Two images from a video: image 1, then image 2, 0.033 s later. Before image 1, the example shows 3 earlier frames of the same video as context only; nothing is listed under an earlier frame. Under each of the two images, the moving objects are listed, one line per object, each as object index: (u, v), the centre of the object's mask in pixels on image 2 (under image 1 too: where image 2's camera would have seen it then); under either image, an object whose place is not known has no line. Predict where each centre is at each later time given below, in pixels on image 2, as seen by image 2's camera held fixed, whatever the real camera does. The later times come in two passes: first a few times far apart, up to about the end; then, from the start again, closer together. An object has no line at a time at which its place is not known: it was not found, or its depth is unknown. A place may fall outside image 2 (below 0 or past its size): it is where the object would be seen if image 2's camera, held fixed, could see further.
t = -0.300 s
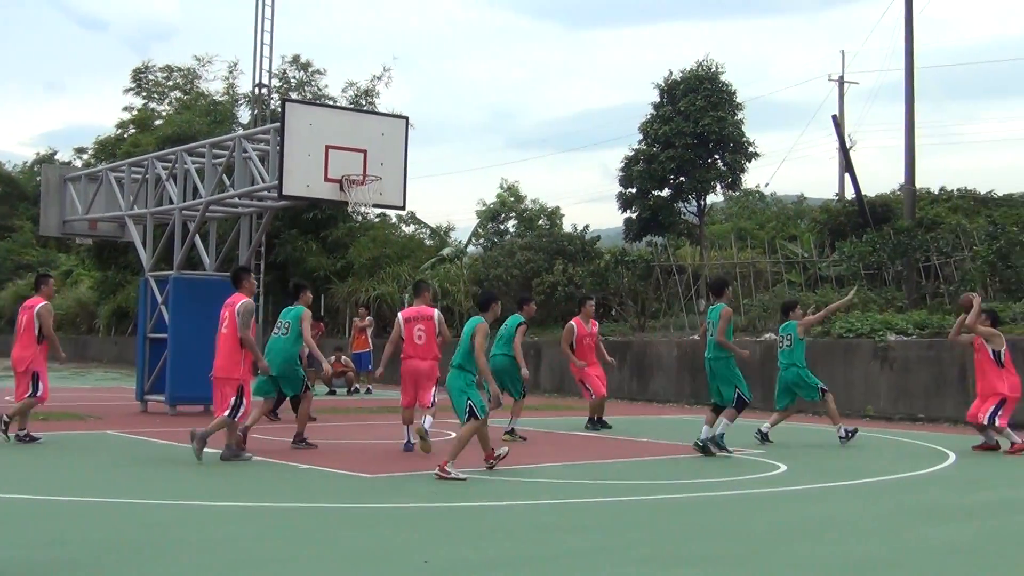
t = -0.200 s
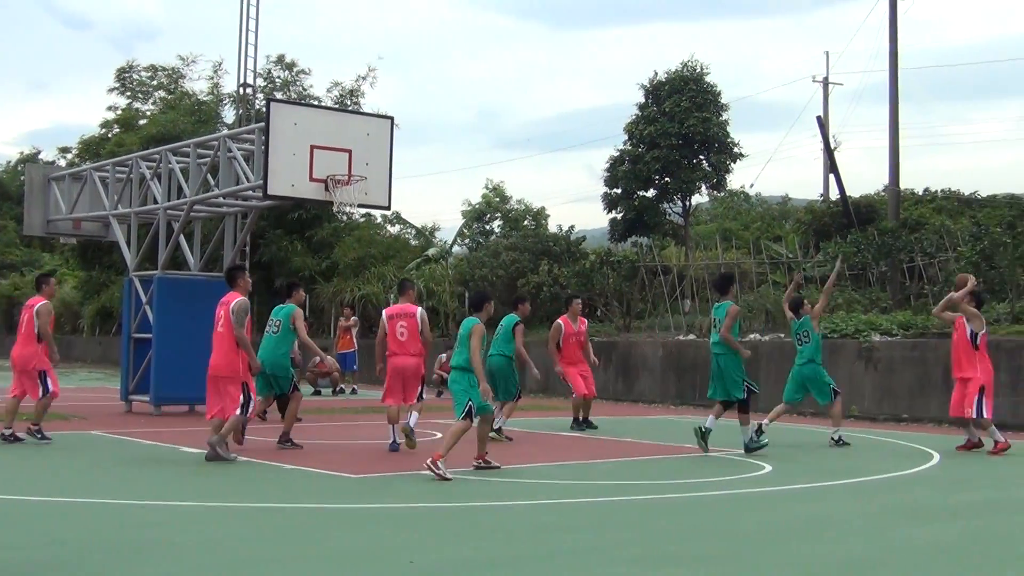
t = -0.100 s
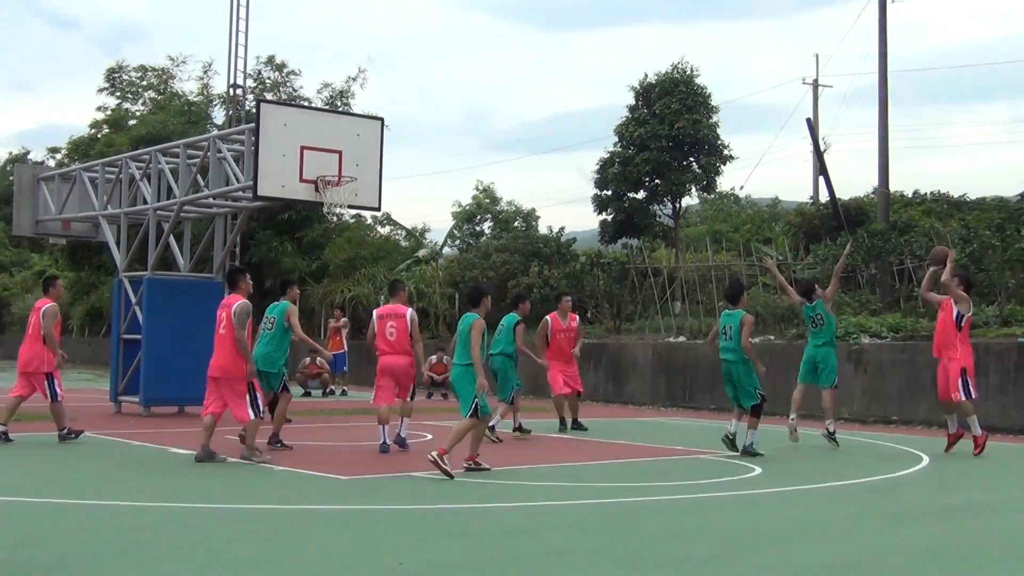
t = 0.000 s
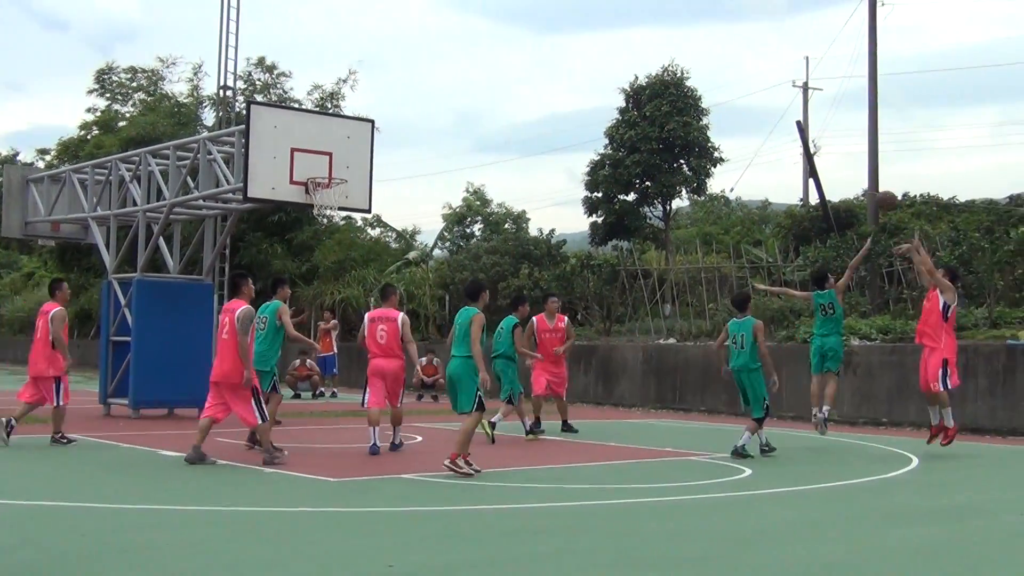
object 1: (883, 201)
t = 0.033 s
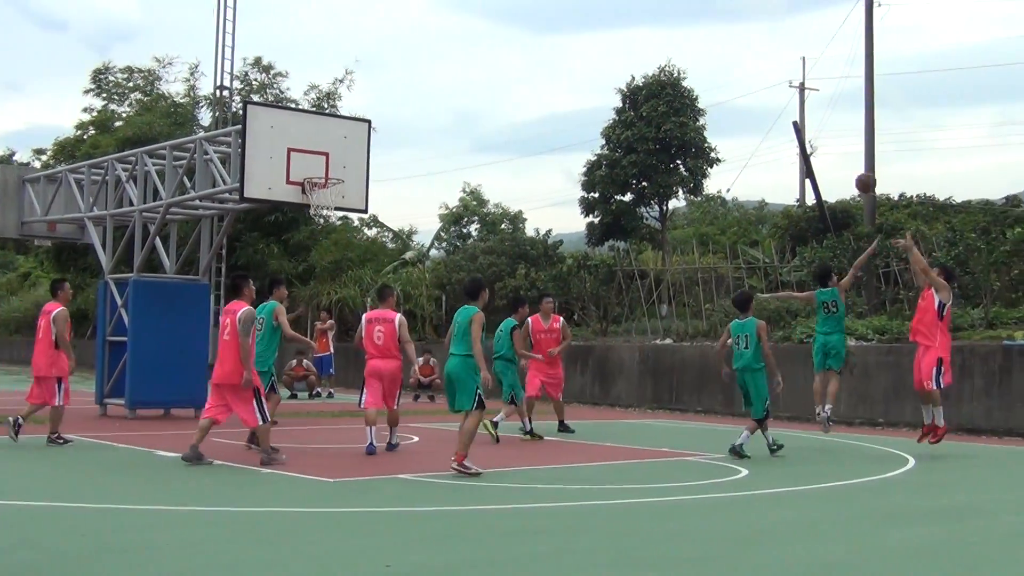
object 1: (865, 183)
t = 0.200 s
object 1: (783, 105)
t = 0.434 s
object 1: (670, 38)
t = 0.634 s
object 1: (576, 18)
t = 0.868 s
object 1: (468, 35)
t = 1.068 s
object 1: (378, 84)
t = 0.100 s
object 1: (832, 149)
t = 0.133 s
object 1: (816, 133)
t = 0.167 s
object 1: (799, 119)
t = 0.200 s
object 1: (783, 105)
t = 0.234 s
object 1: (767, 93)
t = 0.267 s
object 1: (750, 81)
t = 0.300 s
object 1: (734, 71)
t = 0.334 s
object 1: (718, 61)
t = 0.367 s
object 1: (702, 52)
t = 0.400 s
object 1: (686, 44)
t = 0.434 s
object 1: (670, 38)
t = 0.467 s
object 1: (654, 32)
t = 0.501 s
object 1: (638, 27)
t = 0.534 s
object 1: (622, 23)
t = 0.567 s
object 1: (607, 21)
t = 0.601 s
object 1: (591, 19)
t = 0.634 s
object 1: (576, 18)
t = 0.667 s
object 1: (560, 18)
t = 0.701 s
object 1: (545, 18)
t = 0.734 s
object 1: (530, 20)
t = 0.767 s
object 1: (514, 22)
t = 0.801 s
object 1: (499, 26)
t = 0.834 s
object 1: (484, 30)
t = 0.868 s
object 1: (468, 35)
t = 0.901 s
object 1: (453, 41)
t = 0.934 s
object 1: (438, 48)
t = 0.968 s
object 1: (423, 56)
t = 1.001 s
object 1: (408, 65)
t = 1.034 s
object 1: (393, 74)
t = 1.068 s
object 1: (378, 84)
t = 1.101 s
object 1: (363, 96)
